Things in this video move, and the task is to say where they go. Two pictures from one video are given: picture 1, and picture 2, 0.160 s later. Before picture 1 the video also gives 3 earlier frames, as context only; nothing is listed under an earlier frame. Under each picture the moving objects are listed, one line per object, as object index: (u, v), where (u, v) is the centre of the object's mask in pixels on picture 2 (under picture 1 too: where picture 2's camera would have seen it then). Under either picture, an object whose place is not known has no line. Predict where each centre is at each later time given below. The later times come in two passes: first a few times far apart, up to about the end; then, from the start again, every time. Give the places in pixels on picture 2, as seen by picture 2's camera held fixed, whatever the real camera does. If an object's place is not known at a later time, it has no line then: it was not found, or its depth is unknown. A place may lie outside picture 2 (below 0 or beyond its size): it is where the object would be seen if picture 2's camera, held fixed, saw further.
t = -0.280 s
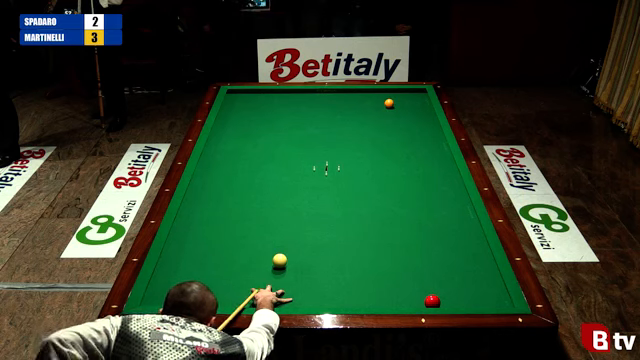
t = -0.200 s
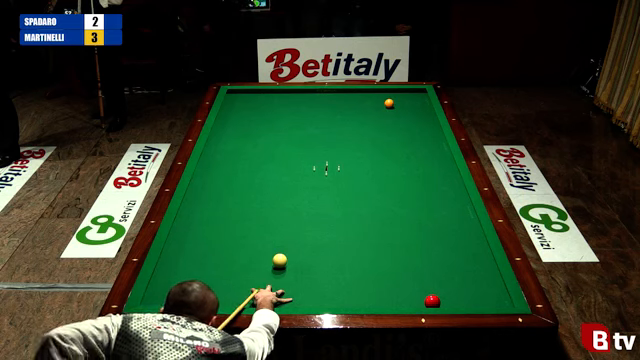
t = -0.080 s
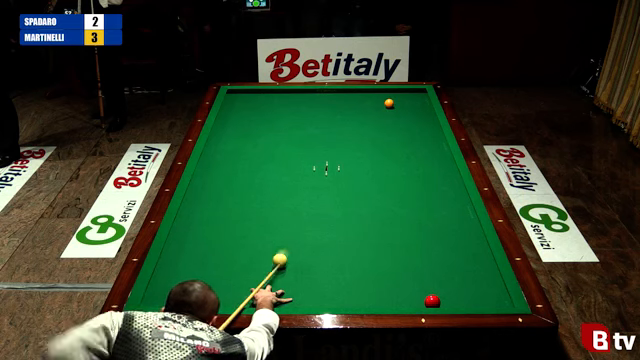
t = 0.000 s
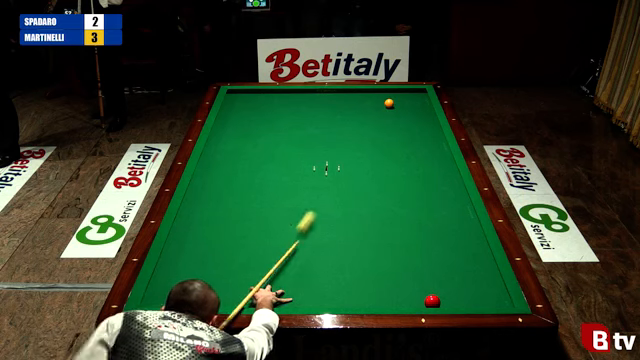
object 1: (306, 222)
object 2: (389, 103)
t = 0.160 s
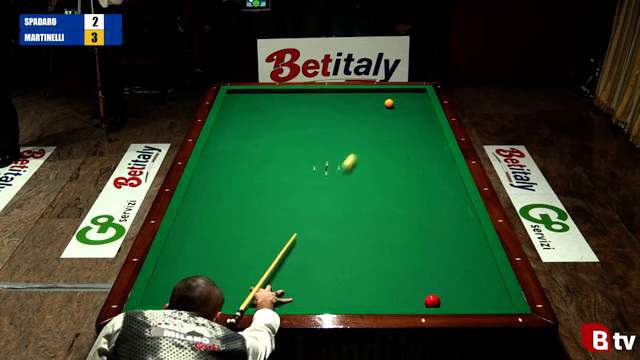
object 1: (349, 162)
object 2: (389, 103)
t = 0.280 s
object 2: (389, 103)
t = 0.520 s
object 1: (415, 105)
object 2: (383, 95)
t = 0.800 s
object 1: (401, 105)
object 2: (380, 134)
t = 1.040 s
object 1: (379, 106)
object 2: (376, 170)
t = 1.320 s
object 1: (355, 108)
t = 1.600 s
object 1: (331, 109)
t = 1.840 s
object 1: (311, 110)
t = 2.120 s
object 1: (288, 111)
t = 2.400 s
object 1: (265, 112)
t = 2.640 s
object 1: (246, 113)
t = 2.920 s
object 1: (224, 114)
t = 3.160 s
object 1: (231, 113)
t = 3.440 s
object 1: (241, 112)
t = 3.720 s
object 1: (250, 111)
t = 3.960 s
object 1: (258, 110)
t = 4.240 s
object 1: (267, 109)
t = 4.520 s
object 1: (274, 108)
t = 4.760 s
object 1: (281, 108)
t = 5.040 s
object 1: (288, 107)
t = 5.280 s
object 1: (294, 107)
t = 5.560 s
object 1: (300, 106)
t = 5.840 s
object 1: (305, 105)
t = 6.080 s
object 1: (310, 105)
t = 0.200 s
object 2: (389, 103)
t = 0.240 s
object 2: (389, 103)
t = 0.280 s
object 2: (389, 103)
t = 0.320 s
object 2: (389, 103)
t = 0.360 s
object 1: (385, 112)
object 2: (389, 103)
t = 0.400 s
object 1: (392, 106)
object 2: (387, 99)
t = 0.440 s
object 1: (400, 105)
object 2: (385, 94)
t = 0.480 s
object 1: (408, 105)
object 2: (383, 90)
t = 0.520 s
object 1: (415, 105)
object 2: (383, 95)
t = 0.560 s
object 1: (422, 104)
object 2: (382, 101)
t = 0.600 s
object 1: (426, 104)
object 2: (382, 106)
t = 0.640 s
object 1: (421, 104)
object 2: (382, 111)
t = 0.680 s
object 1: (415, 105)
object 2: (382, 117)
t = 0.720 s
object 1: (410, 105)
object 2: (381, 122)
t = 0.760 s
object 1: (405, 105)
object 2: (380, 128)
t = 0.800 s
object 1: (401, 105)
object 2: (380, 134)
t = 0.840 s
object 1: (397, 105)
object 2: (379, 140)
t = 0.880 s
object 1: (394, 106)
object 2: (379, 146)
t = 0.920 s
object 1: (390, 106)
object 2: (378, 152)
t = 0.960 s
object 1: (386, 106)
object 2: (377, 158)
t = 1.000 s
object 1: (383, 106)
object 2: (377, 164)
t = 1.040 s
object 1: (379, 106)
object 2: (376, 170)
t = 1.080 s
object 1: (376, 107)
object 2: (375, 177)
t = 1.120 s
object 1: (372, 107)
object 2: (375, 184)
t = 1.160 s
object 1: (369, 107)
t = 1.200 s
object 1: (365, 107)
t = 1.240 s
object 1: (362, 107)
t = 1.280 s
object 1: (358, 107)
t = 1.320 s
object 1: (355, 108)
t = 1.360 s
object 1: (351, 108)
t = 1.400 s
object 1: (348, 108)
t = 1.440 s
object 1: (344, 108)
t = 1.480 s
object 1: (341, 108)
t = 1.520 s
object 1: (338, 108)
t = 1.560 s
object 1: (334, 108)
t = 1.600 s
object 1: (331, 109)
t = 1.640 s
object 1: (328, 109)
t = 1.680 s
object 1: (324, 109)
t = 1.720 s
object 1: (321, 109)
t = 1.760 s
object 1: (318, 109)
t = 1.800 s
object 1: (314, 109)
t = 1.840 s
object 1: (311, 110)
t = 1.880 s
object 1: (307, 110)
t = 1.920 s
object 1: (304, 110)
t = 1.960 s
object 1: (301, 110)
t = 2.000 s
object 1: (298, 110)
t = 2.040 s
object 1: (294, 110)
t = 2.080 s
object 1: (291, 111)
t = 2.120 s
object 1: (288, 111)
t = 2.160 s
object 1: (284, 111)
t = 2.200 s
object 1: (281, 111)
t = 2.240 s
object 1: (278, 111)
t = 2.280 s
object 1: (275, 111)
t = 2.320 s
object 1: (271, 111)
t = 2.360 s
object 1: (268, 112)
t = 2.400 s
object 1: (265, 112)
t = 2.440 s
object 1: (262, 112)
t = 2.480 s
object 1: (258, 112)
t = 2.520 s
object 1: (255, 112)
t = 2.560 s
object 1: (252, 113)
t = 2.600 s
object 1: (249, 113)
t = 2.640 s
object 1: (246, 113)
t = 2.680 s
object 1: (243, 113)
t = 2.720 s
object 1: (239, 113)
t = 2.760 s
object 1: (236, 113)
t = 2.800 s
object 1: (233, 114)
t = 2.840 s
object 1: (230, 114)
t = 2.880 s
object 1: (227, 114)
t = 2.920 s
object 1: (224, 114)
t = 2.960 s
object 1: (222, 114)
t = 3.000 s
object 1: (224, 114)
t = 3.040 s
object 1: (226, 114)
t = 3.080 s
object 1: (228, 114)
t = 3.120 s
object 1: (229, 113)
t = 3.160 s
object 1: (231, 113)
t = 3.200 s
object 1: (232, 113)
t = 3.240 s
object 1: (234, 113)
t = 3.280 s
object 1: (235, 113)
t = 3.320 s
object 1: (237, 113)
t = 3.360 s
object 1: (238, 113)
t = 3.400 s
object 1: (239, 112)
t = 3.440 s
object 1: (241, 112)
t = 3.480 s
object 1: (242, 112)
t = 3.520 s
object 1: (244, 112)
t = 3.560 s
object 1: (245, 112)
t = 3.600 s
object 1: (246, 111)
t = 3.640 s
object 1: (247, 112)
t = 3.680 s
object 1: (249, 111)
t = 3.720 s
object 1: (250, 111)
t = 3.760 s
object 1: (252, 111)
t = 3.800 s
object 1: (253, 111)
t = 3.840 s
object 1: (254, 111)
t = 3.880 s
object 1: (255, 111)
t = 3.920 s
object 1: (257, 111)
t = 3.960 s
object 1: (258, 110)
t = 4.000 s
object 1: (259, 110)
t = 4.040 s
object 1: (260, 110)
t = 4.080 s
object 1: (262, 110)
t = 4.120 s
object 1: (263, 110)
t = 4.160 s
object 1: (264, 110)
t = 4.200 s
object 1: (265, 109)
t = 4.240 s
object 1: (267, 109)
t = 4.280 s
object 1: (268, 109)
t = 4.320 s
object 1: (269, 109)
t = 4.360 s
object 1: (270, 109)
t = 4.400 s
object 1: (271, 109)
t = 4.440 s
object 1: (272, 109)
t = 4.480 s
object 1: (273, 109)
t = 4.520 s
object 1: (274, 108)
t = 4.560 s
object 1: (276, 108)
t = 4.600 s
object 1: (277, 108)
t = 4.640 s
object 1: (278, 108)
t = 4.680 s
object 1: (279, 108)
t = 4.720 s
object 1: (280, 108)
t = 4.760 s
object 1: (281, 108)
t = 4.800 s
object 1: (282, 108)
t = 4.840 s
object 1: (283, 108)
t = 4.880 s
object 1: (284, 108)
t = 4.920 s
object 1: (285, 107)
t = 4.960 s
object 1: (286, 107)
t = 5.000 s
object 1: (287, 107)
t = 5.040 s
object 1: (288, 107)
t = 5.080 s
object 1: (289, 107)
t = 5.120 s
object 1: (290, 107)
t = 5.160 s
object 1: (291, 107)
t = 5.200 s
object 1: (292, 107)
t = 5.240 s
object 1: (293, 107)
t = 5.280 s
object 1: (294, 107)
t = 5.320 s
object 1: (294, 107)
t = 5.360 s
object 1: (296, 106)
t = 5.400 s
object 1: (296, 106)
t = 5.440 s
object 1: (297, 106)
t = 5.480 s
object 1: (298, 106)
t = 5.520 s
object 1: (299, 106)
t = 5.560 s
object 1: (300, 106)
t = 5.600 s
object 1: (300, 106)
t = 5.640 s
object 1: (301, 106)
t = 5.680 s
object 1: (302, 106)
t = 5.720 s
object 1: (303, 106)
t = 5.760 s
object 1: (304, 105)
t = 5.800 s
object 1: (305, 106)
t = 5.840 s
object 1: (305, 105)
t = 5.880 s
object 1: (306, 105)
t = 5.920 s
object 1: (307, 105)
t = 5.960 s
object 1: (308, 105)
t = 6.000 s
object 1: (309, 105)
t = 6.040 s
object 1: (309, 105)
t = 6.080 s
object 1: (310, 105)
